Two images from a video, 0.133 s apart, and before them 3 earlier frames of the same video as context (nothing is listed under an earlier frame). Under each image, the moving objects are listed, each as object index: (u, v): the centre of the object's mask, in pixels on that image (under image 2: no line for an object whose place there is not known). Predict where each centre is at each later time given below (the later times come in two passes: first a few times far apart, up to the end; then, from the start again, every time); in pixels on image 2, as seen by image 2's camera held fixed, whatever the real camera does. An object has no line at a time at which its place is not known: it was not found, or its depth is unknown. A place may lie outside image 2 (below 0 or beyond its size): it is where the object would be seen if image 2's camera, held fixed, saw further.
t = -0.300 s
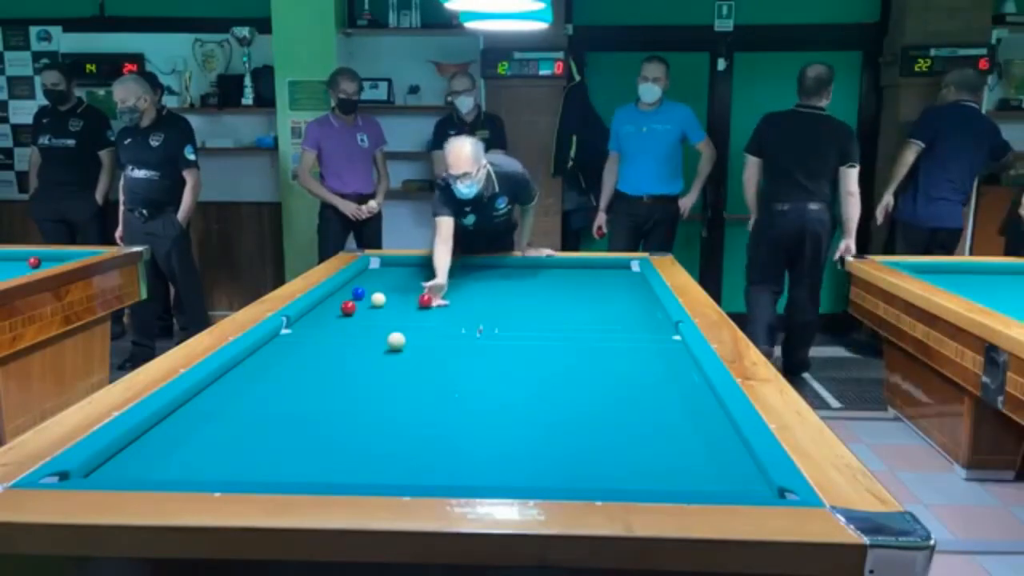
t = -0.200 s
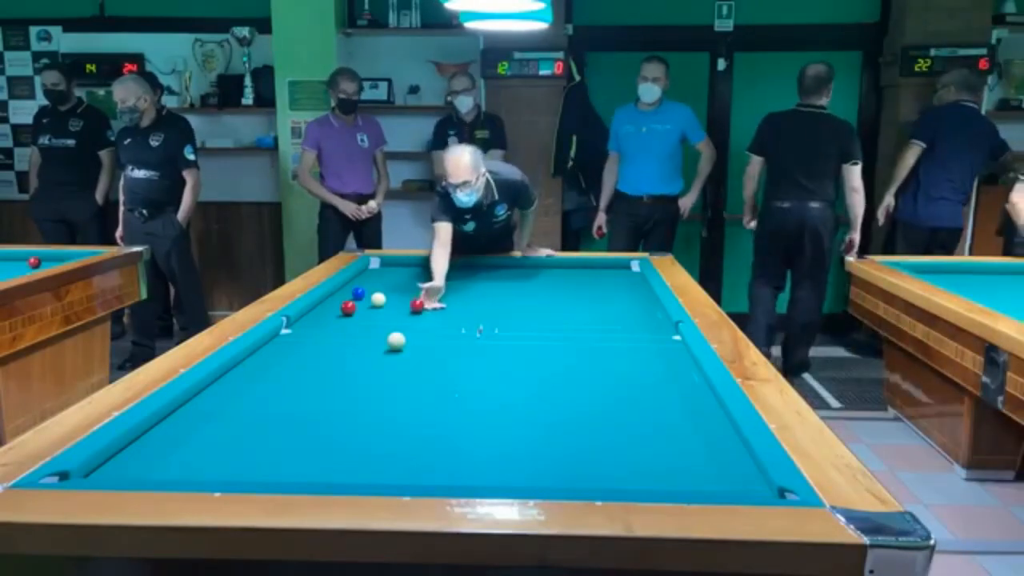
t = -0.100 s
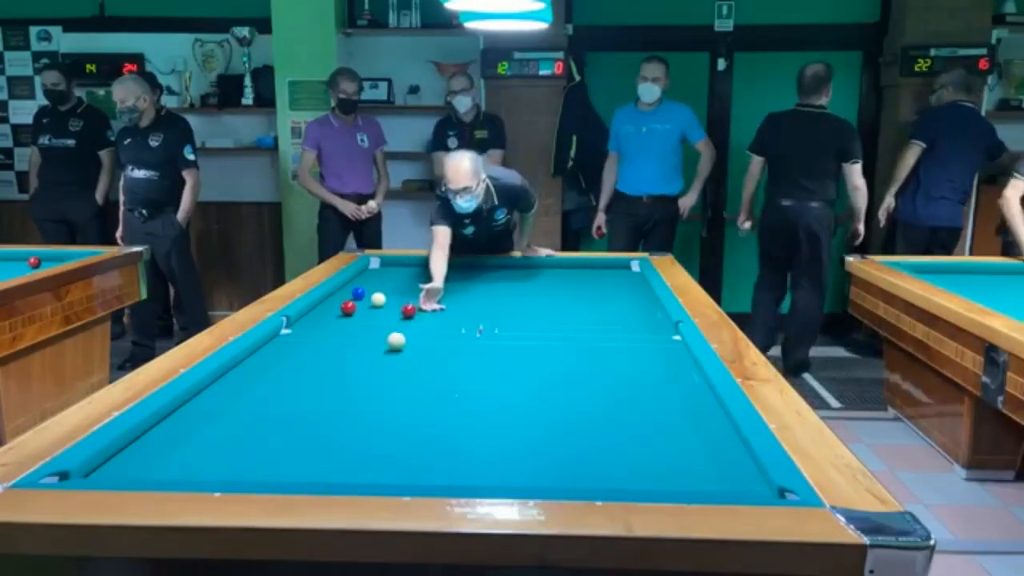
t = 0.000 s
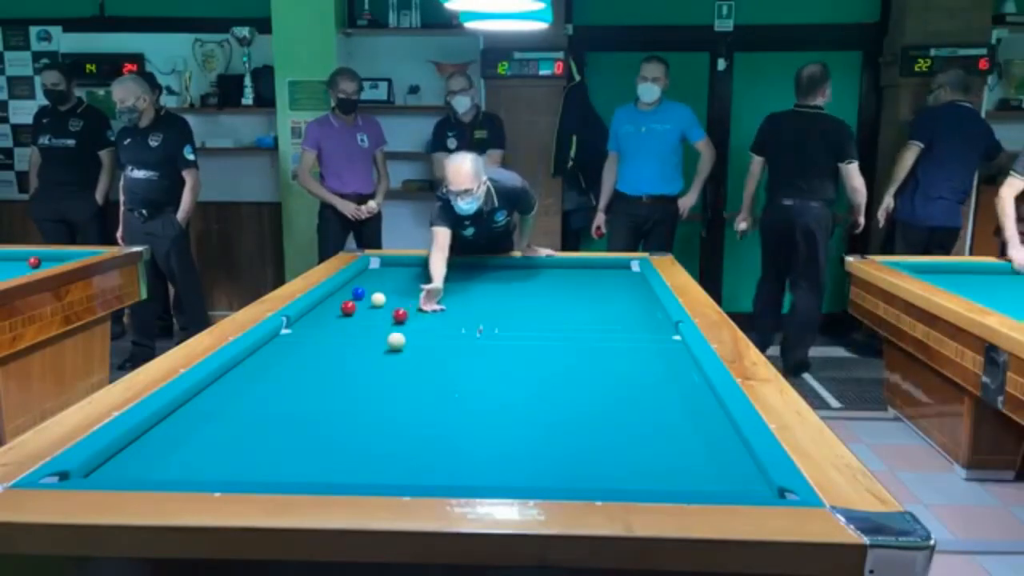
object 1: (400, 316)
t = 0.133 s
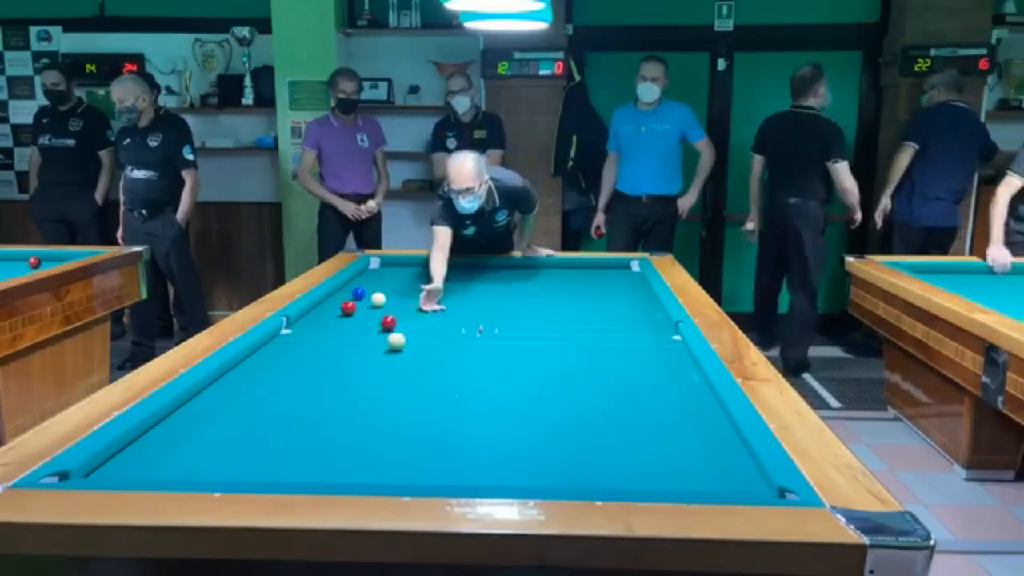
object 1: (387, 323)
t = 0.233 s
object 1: (378, 329)
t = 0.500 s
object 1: (350, 345)
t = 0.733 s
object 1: (322, 363)
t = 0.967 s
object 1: (289, 382)
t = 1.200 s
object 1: (251, 404)
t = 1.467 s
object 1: (200, 434)
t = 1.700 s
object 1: (146, 465)
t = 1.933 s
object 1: (124, 468)
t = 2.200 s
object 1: (142, 448)
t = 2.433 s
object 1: (155, 430)
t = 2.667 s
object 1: (175, 415)
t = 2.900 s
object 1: (197, 402)
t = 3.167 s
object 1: (220, 390)
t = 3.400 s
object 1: (237, 379)
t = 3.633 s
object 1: (252, 370)
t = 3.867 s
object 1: (266, 362)
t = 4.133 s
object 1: (281, 354)
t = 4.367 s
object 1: (292, 347)
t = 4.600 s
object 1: (303, 341)
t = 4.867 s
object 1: (314, 335)
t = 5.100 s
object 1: (323, 329)
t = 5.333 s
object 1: (332, 325)
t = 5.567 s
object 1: (339, 321)
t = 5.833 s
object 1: (348, 316)
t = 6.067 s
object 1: (354, 313)
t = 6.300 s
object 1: (361, 310)
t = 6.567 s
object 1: (372, 307)
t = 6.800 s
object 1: (379, 304)
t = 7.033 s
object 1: (386, 303)
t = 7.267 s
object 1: (392, 301)
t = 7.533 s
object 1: (399, 300)
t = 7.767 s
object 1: (404, 299)
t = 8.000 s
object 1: (409, 297)
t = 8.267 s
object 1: (414, 296)
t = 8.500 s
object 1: (419, 295)
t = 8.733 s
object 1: (422, 294)
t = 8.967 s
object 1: (425, 294)
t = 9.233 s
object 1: (428, 293)
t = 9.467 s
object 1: (430, 293)
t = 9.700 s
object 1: (431, 292)
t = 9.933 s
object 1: (432, 292)
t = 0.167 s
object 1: (385, 325)
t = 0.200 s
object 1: (381, 327)
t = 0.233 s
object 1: (378, 329)
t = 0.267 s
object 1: (375, 331)
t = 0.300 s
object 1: (372, 333)
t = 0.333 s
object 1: (368, 335)
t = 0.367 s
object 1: (364, 337)
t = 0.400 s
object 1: (361, 339)
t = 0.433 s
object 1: (357, 341)
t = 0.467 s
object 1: (354, 343)
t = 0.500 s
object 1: (350, 345)
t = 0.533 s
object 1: (346, 348)
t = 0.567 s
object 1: (342, 350)
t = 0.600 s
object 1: (338, 352)
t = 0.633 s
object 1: (334, 355)
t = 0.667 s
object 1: (330, 357)
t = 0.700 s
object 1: (326, 359)
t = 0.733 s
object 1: (322, 363)
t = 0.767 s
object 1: (317, 365)
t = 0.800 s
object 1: (313, 367)
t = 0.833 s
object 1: (308, 370)
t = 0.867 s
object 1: (304, 373)
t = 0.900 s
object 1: (299, 376)
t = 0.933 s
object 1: (294, 379)
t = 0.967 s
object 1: (289, 382)
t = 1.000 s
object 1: (284, 385)
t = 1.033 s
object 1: (279, 388)
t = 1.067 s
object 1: (274, 391)
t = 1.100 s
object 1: (269, 394)
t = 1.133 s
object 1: (263, 397)
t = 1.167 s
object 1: (257, 400)
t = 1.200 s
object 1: (251, 404)
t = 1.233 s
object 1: (246, 407)
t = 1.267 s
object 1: (240, 411)
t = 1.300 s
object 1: (234, 414)
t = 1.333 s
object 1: (227, 418)
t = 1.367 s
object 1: (221, 422)
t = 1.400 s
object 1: (214, 426)
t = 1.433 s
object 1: (207, 430)
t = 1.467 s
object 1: (200, 434)
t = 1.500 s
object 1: (193, 439)
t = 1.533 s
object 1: (186, 443)
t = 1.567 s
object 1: (178, 447)
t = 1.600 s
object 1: (171, 452)
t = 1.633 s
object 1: (163, 457)
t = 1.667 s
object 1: (154, 461)
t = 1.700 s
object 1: (146, 465)
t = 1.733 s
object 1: (138, 468)
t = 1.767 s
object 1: (129, 470)
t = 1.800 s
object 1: (120, 473)
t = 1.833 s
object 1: (115, 474)
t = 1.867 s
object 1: (119, 472)
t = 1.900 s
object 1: (122, 470)
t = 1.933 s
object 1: (124, 468)
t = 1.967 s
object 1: (127, 466)
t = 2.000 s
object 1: (128, 464)
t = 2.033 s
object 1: (131, 462)
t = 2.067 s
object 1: (133, 459)
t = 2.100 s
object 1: (135, 456)
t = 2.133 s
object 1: (137, 454)
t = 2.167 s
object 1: (140, 451)
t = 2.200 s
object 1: (142, 448)
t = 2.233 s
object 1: (144, 445)
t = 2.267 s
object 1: (146, 443)
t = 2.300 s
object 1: (148, 440)
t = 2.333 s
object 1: (150, 437)
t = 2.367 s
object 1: (151, 435)
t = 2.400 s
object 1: (153, 432)
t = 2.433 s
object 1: (155, 430)
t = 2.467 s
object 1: (157, 427)
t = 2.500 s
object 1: (158, 425)
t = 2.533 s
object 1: (161, 423)
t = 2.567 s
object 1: (165, 421)
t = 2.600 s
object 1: (168, 419)
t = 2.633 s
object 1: (172, 417)
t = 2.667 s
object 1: (175, 415)
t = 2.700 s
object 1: (179, 413)
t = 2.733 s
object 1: (182, 411)
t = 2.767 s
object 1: (185, 409)
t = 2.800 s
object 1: (188, 407)
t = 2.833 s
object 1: (191, 406)
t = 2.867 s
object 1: (194, 404)
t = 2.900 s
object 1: (197, 402)
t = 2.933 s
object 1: (201, 400)
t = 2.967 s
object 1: (203, 399)
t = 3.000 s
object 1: (206, 397)
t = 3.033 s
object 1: (209, 396)
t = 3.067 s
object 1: (211, 394)
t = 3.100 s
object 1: (214, 393)
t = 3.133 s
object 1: (217, 391)
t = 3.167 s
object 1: (220, 390)
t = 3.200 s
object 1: (222, 388)
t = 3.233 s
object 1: (225, 386)
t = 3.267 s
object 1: (227, 385)
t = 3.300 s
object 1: (230, 384)
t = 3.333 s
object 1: (232, 382)
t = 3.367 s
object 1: (235, 381)
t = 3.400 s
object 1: (237, 379)
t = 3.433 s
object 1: (239, 378)
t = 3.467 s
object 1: (242, 377)
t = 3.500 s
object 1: (244, 375)
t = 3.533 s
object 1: (246, 374)
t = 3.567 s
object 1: (248, 372)
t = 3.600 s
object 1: (250, 372)
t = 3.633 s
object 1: (252, 370)
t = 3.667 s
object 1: (254, 369)
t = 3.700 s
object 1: (257, 368)
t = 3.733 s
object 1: (259, 367)
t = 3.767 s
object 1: (261, 366)
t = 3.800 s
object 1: (262, 365)
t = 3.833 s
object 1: (264, 363)
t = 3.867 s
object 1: (266, 362)
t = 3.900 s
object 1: (268, 361)
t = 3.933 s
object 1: (270, 360)
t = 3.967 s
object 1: (272, 359)
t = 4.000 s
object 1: (273, 358)
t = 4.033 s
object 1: (275, 357)
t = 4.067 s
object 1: (277, 356)
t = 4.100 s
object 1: (279, 355)
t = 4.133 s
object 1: (281, 354)
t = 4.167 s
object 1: (282, 352)
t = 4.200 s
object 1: (284, 352)
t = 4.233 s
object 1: (285, 351)
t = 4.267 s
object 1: (287, 350)
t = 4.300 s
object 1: (289, 349)
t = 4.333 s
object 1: (290, 348)
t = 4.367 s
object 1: (292, 347)
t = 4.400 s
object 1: (294, 346)
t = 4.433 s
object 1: (295, 345)
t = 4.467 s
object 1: (297, 344)
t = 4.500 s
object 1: (298, 343)
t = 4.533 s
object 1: (300, 343)
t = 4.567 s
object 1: (301, 342)
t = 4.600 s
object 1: (303, 341)
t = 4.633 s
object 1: (304, 340)
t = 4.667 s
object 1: (306, 339)
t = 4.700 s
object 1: (307, 339)
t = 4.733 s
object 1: (308, 338)
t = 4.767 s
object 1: (310, 337)
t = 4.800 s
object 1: (311, 336)
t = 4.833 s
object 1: (313, 335)
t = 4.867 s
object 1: (314, 335)
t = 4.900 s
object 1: (315, 334)
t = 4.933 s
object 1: (317, 333)
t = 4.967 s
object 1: (318, 332)
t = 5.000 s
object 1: (319, 332)
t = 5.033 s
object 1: (321, 331)
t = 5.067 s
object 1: (322, 330)
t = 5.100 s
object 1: (323, 329)
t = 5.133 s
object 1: (324, 329)
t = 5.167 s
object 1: (326, 328)
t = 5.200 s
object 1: (327, 327)
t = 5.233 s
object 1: (328, 327)
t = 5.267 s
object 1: (329, 326)
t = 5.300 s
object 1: (331, 326)
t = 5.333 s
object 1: (332, 325)
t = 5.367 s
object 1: (333, 324)
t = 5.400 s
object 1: (334, 324)
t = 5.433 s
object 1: (335, 323)
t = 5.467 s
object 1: (336, 322)
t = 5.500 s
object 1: (338, 322)
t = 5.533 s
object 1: (339, 321)
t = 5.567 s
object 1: (339, 321)
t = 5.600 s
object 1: (341, 320)
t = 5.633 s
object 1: (342, 319)
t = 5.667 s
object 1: (343, 318)
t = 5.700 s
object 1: (344, 318)
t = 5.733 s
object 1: (345, 317)
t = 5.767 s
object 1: (346, 317)
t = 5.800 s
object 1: (347, 316)
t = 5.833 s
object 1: (348, 316)
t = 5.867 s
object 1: (348, 315)
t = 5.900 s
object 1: (349, 314)
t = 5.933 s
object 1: (350, 314)
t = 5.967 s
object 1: (351, 313)
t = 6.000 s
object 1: (352, 313)
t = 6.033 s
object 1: (354, 313)
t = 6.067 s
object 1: (354, 313)
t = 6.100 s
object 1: (355, 313)
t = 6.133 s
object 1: (356, 312)
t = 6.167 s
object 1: (356, 311)
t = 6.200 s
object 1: (357, 311)
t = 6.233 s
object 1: (359, 310)
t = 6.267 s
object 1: (361, 310)
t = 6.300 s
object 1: (361, 310)
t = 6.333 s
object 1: (363, 309)
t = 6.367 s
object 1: (364, 309)
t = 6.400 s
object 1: (365, 308)
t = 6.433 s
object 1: (367, 308)
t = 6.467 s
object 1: (368, 308)
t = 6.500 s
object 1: (369, 308)
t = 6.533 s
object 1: (370, 307)
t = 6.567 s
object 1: (372, 307)
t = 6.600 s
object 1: (373, 306)
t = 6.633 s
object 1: (374, 306)
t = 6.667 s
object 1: (375, 306)
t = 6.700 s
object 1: (376, 305)
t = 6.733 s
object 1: (377, 305)
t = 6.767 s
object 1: (378, 304)
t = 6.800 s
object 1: (379, 304)
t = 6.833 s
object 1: (380, 304)
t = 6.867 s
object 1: (381, 304)
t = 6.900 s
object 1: (382, 304)
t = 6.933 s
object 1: (383, 304)
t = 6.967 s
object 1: (384, 303)
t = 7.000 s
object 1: (385, 303)
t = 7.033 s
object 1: (386, 303)
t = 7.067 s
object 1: (387, 302)
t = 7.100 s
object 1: (388, 302)
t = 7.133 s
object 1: (389, 302)
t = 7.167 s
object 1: (390, 302)
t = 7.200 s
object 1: (391, 302)
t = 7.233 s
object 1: (392, 302)
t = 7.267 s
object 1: (392, 301)
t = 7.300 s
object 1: (393, 301)
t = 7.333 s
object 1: (394, 301)
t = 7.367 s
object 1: (395, 301)
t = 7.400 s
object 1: (396, 301)
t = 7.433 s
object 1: (397, 301)
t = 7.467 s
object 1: (397, 300)
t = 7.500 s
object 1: (398, 300)
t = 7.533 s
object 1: (399, 300)
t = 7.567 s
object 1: (400, 300)
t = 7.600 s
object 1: (401, 300)
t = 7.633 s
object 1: (401, 299)
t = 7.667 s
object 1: (402, 299)
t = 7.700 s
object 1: (403, 299)
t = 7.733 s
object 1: (404, 299)
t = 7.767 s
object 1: (404, 299)
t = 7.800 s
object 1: (405, 298)
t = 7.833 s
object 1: (406, 298)
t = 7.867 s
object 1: (407, 298)
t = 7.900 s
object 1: (407, 298)
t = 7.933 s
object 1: (408, 298)
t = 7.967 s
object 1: (409, 297)
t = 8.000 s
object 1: (409, 297)
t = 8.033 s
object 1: (410, 297)
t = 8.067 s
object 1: (411, 297)
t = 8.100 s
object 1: (411, 297)
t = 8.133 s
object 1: (412, 297)
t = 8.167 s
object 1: (413, 296)
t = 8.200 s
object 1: (413, 297)
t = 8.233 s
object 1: (414, 296)
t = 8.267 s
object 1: (414, 296)
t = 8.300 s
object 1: (415, 296)
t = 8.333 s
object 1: (416, 296)
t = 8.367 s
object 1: (416, 296)
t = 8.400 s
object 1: (417, 295)
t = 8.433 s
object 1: (418, 295)
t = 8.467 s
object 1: (418, 295)
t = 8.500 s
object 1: (419, 295)
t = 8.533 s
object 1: (419, 295)
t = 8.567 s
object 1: (420, 295)
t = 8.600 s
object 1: (420, 295)
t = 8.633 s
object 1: (421, 295)
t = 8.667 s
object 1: (421, 294)
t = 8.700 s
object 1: (421, 295)
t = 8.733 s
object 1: (422, 294)
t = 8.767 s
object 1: (422, 294)
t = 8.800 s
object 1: (423, 294)
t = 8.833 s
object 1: (423, 294)
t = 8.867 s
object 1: (424, 294)
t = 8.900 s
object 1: (424, 294)
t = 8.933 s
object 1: (425, 294)
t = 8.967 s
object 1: (425, 294)
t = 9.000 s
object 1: (426, 294)
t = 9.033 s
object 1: (426, 293)
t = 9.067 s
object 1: (426, 293)
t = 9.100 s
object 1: (427, 293)
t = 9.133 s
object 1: (427, 293)
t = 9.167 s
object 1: (428, 293)
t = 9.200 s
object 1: (428, 293)
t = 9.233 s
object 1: (428, 293)
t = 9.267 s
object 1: (428, 293)
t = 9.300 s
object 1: (428, 293)
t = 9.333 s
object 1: (429, 293)
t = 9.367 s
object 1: (429, 293)
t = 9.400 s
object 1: (429, 293)
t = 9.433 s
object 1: (429, 293)
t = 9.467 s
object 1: (430, 293)
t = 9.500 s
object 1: (430, 293)
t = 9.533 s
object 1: (430, 293)
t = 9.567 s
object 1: (431, 293)
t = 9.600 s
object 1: (431, 293)
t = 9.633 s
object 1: (431, 293)
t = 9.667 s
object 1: (431, 293)
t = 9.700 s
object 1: (431, 292)
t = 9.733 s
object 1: (431, 293)
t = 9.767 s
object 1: (431, 293)
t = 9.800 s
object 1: (431, 292)
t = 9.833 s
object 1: (432, 292)
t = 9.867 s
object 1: (432, 292)
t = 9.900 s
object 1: (432, 292)
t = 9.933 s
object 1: (432, 292)
